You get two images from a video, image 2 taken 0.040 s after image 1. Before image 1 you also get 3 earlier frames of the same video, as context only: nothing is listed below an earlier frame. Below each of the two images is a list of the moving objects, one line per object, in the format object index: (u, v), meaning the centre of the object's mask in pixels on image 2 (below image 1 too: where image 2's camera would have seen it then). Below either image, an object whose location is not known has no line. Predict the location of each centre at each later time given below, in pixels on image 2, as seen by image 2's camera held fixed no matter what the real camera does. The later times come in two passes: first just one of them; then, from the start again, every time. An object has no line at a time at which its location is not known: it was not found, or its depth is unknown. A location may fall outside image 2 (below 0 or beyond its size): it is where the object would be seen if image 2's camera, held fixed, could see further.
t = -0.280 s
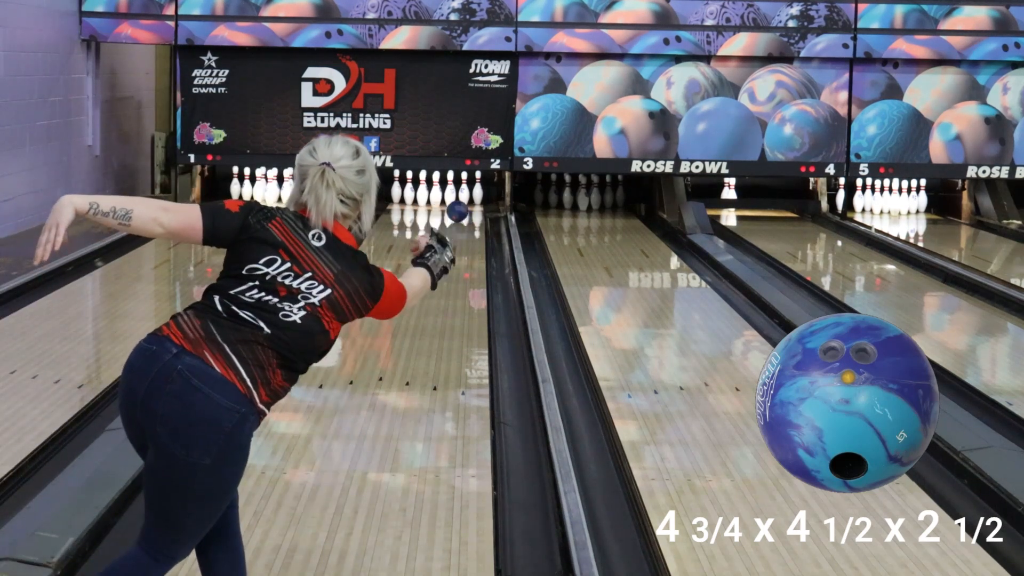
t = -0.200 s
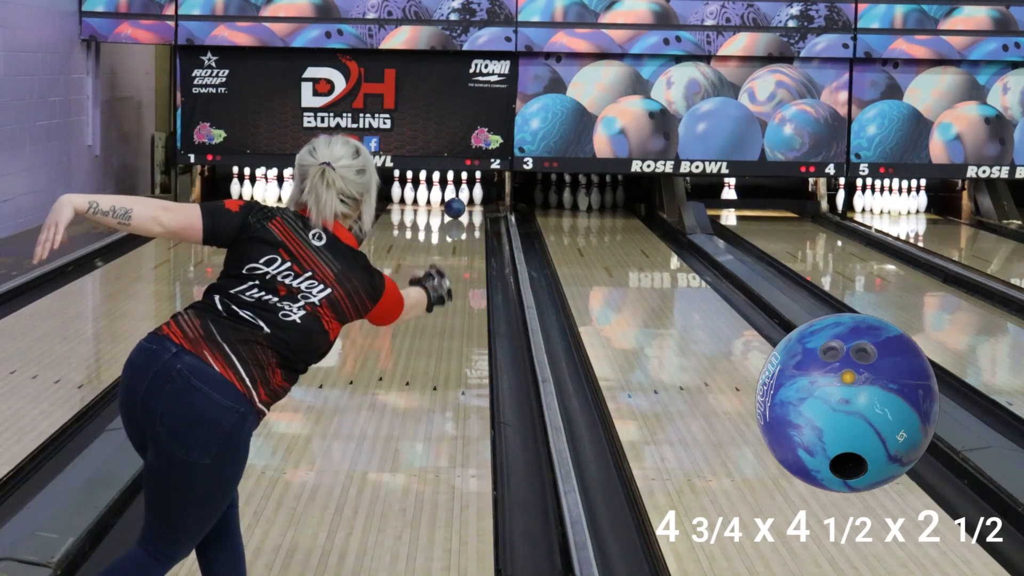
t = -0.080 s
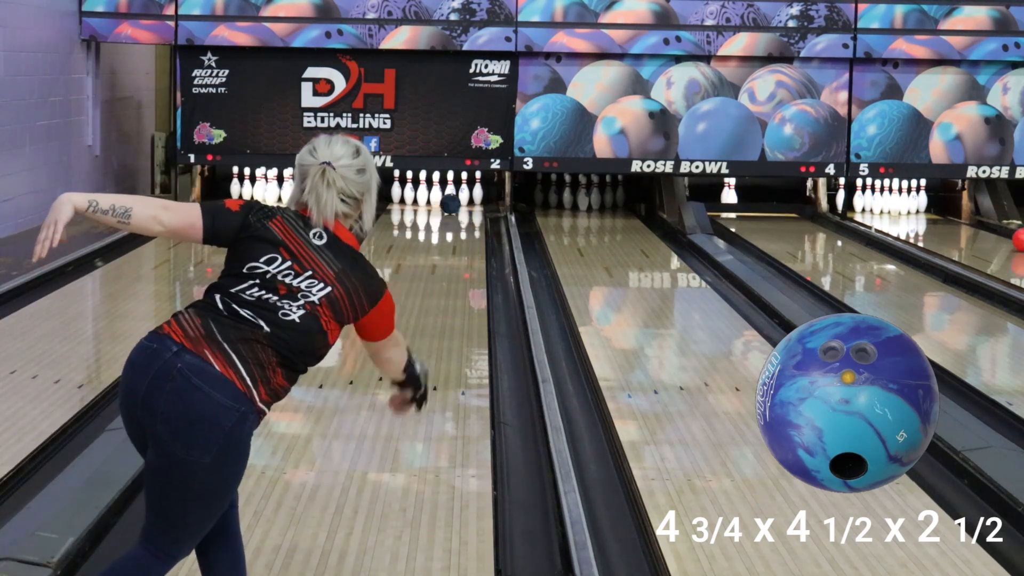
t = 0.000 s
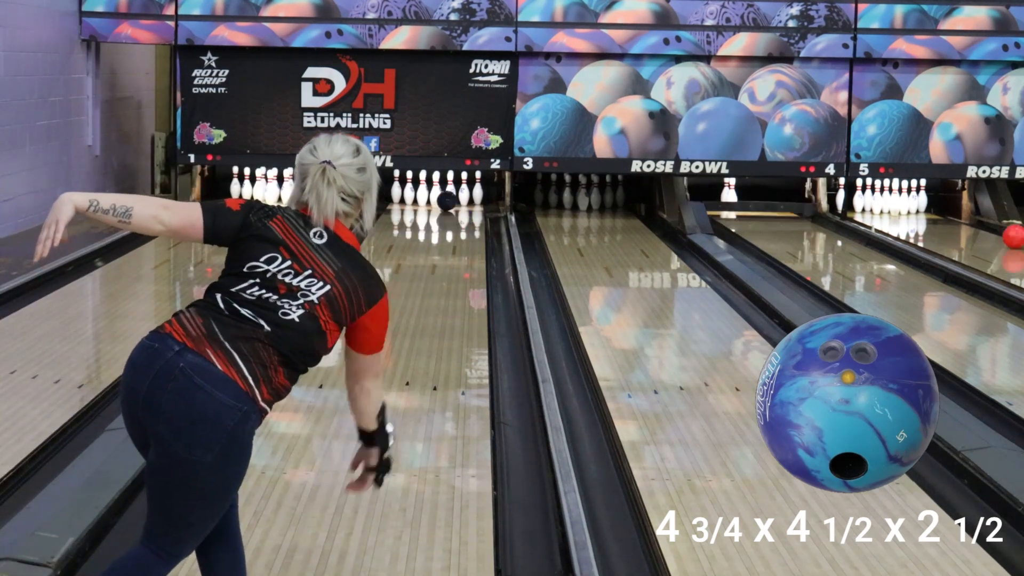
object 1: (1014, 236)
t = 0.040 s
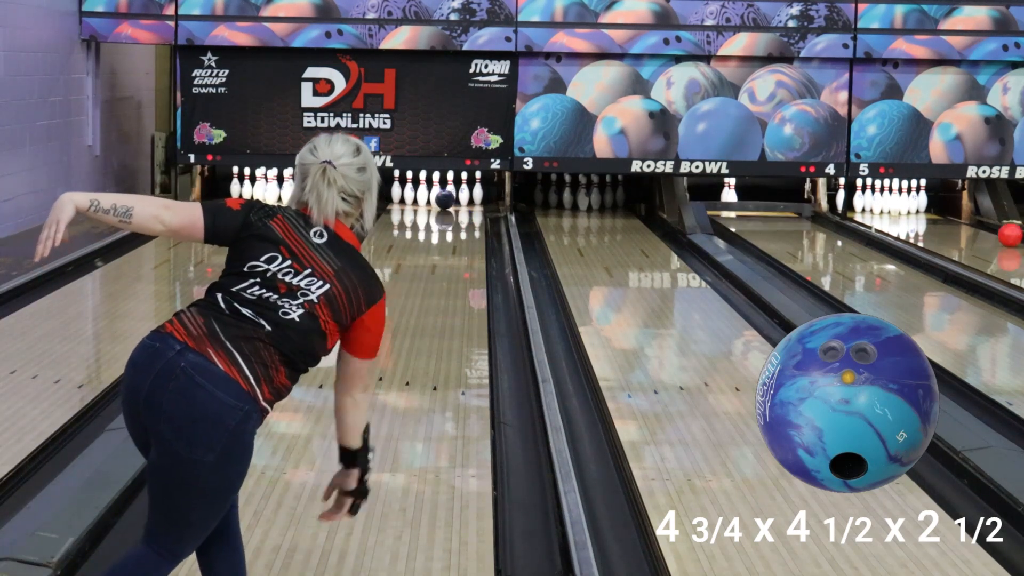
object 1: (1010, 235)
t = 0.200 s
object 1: (992, 229)
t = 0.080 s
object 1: (1005, 233)
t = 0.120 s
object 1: (1001, 232)
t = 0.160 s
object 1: (996, 230)
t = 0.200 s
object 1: (992, 229)
